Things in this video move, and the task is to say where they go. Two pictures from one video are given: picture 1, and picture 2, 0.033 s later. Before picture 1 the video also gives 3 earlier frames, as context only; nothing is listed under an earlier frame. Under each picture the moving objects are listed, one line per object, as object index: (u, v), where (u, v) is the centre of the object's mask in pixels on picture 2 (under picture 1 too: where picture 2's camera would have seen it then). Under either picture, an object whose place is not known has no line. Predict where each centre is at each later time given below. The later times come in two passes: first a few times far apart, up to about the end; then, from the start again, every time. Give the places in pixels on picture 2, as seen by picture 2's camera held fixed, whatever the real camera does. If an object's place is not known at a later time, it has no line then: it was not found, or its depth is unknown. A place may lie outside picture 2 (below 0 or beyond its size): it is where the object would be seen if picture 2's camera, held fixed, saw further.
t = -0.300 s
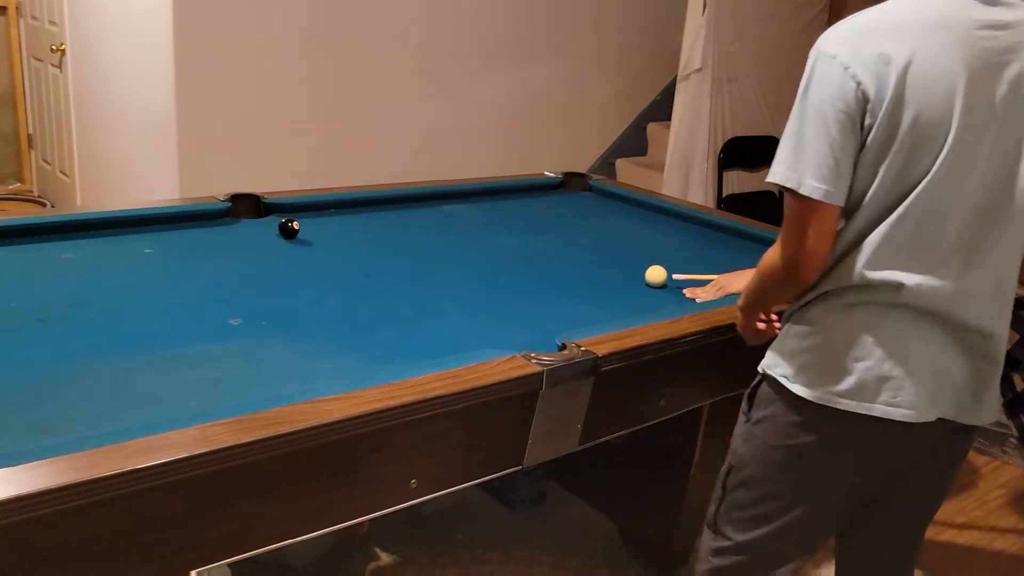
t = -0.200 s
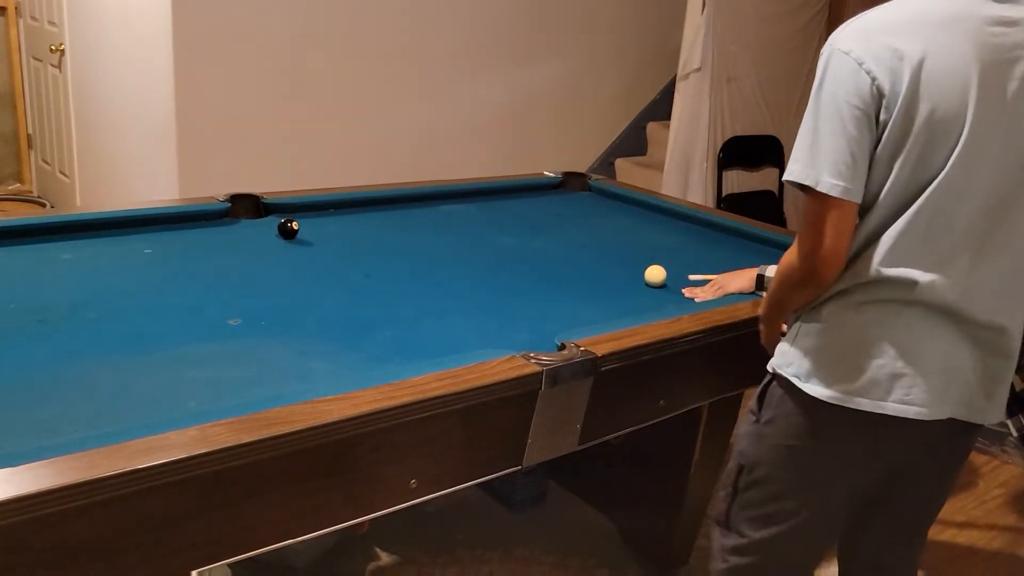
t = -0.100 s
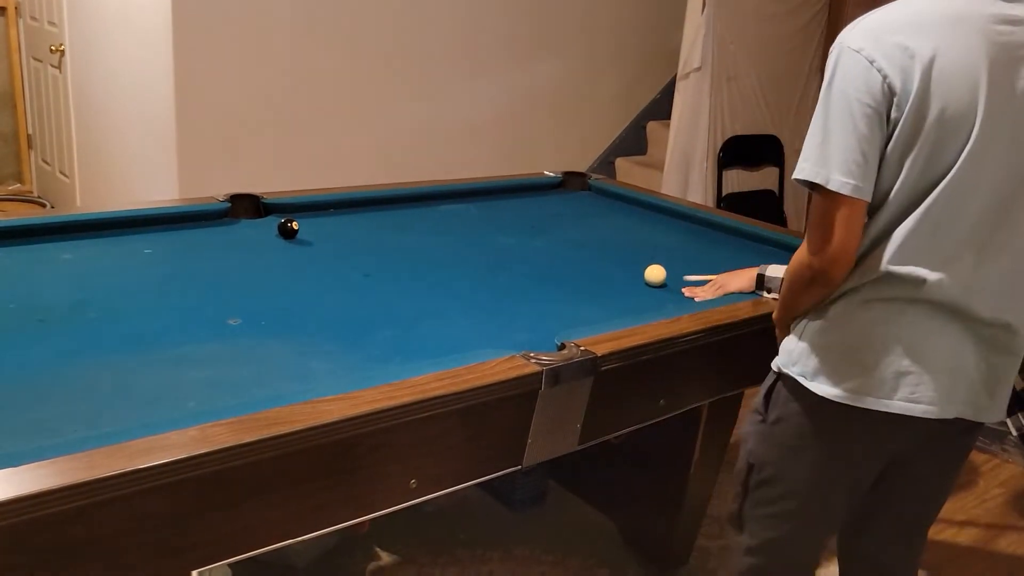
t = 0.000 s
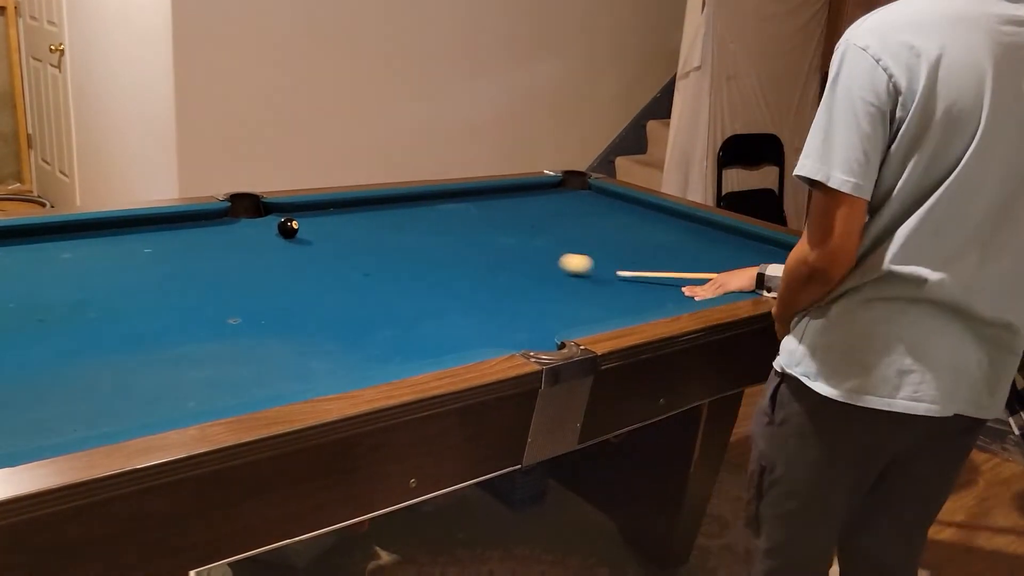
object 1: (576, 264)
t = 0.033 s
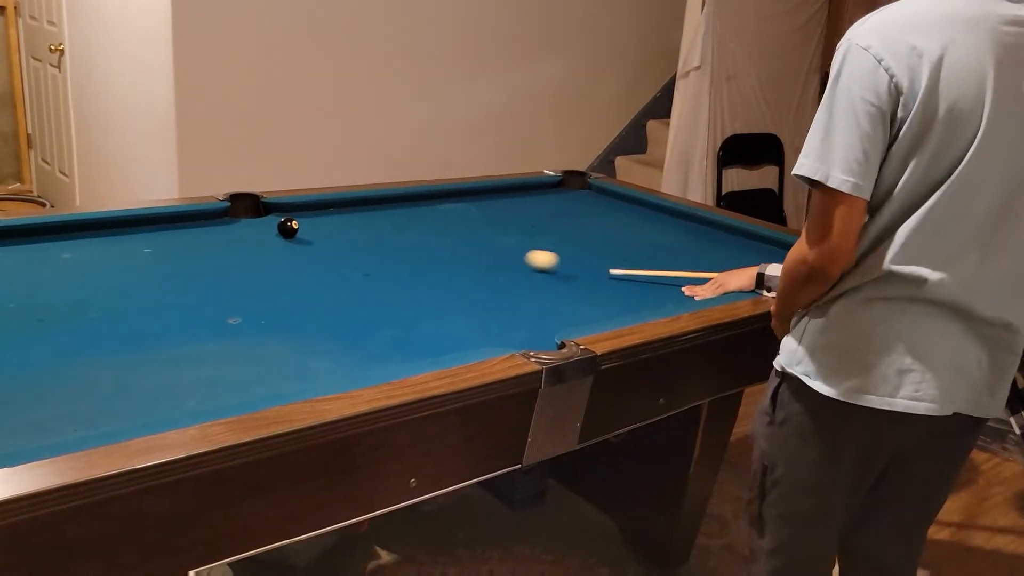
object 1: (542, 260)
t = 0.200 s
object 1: (392, 243)
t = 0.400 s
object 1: (267, 234)
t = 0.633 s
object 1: (153, 239)
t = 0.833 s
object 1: (46, 243)
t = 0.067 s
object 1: (509, 256)
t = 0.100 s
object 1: (477, 253)
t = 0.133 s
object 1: (448, 249)
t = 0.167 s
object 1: (419, 246)
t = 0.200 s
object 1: (392, 243)
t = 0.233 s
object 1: (365, 240)
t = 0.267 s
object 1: (340, 237)
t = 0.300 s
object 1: (316, 234)
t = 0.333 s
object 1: (295, 232)
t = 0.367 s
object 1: (281, 233)
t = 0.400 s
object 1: (267, 234)
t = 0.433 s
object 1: (252, 235)
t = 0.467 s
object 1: (236, 236)
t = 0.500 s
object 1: (219, 236)
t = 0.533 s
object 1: (203, 237)
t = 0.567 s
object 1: (187, 237)
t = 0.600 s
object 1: (170, 238)
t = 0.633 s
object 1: (153, 239)
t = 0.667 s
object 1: (136, 239)
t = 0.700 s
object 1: (118, 240)
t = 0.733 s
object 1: (101, 241)
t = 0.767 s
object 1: (83, 241)
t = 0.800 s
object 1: (65, 242)
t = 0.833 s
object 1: (46, 243)
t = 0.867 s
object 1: (28, 244)
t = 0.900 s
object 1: (11, 244)
